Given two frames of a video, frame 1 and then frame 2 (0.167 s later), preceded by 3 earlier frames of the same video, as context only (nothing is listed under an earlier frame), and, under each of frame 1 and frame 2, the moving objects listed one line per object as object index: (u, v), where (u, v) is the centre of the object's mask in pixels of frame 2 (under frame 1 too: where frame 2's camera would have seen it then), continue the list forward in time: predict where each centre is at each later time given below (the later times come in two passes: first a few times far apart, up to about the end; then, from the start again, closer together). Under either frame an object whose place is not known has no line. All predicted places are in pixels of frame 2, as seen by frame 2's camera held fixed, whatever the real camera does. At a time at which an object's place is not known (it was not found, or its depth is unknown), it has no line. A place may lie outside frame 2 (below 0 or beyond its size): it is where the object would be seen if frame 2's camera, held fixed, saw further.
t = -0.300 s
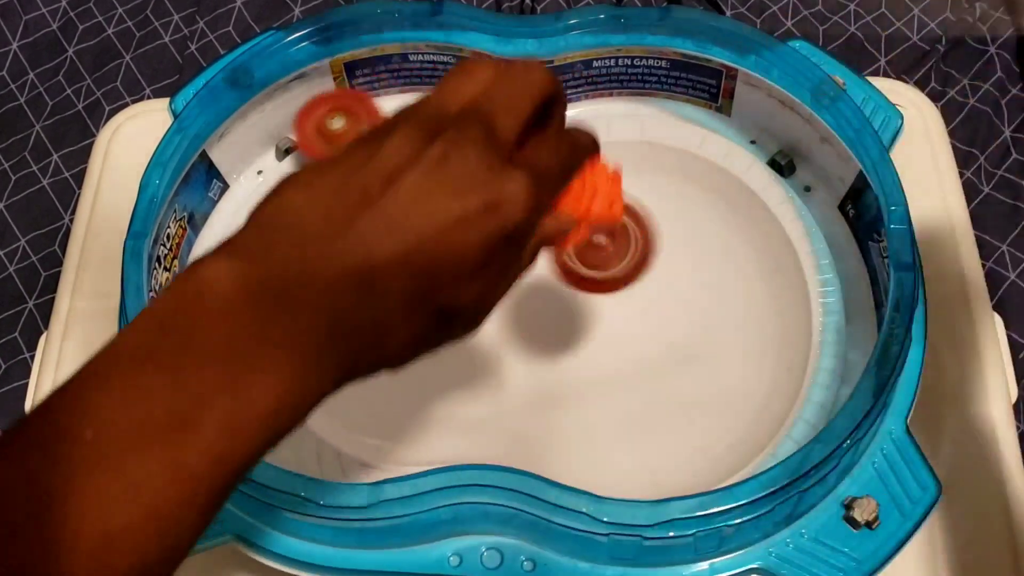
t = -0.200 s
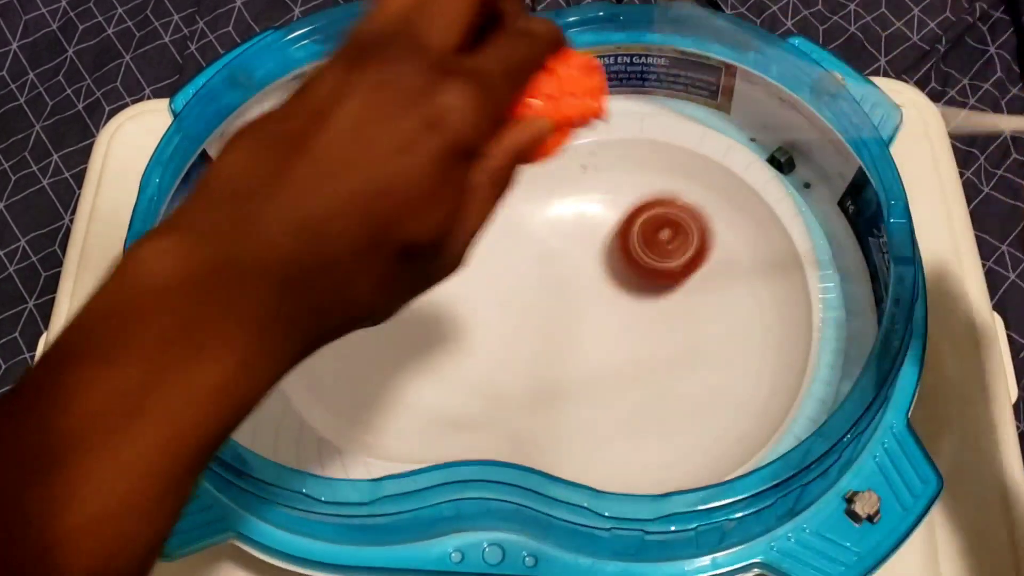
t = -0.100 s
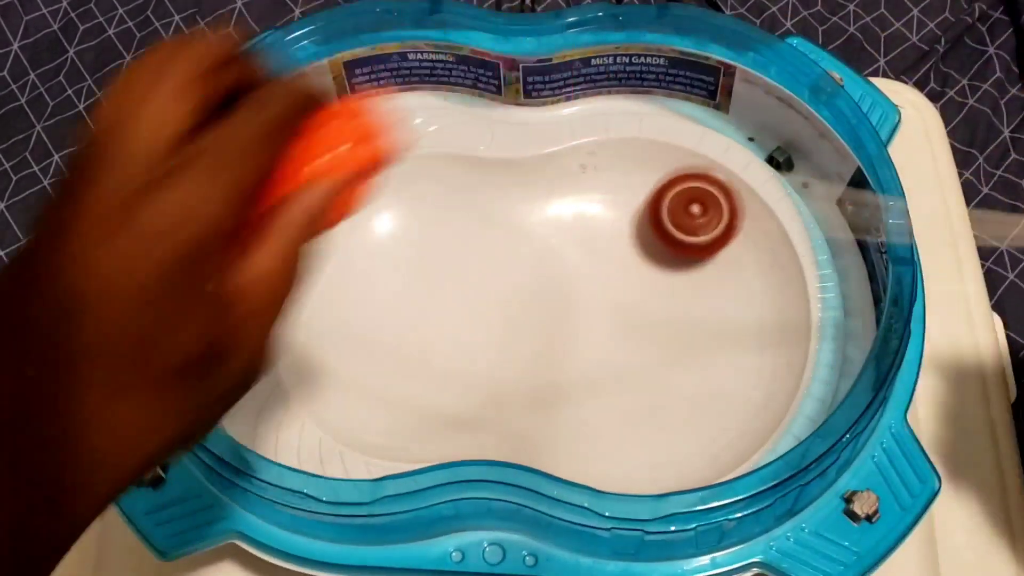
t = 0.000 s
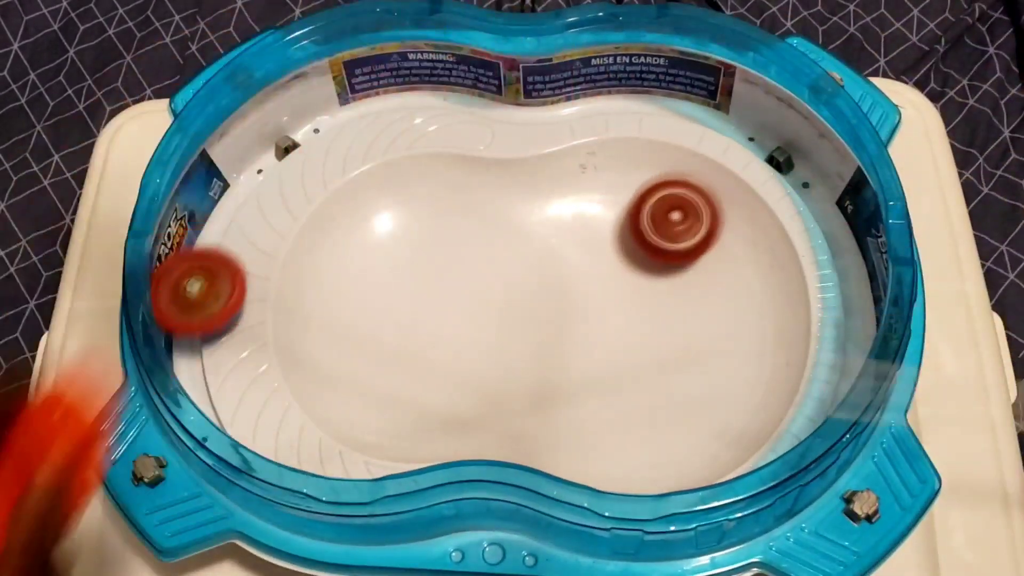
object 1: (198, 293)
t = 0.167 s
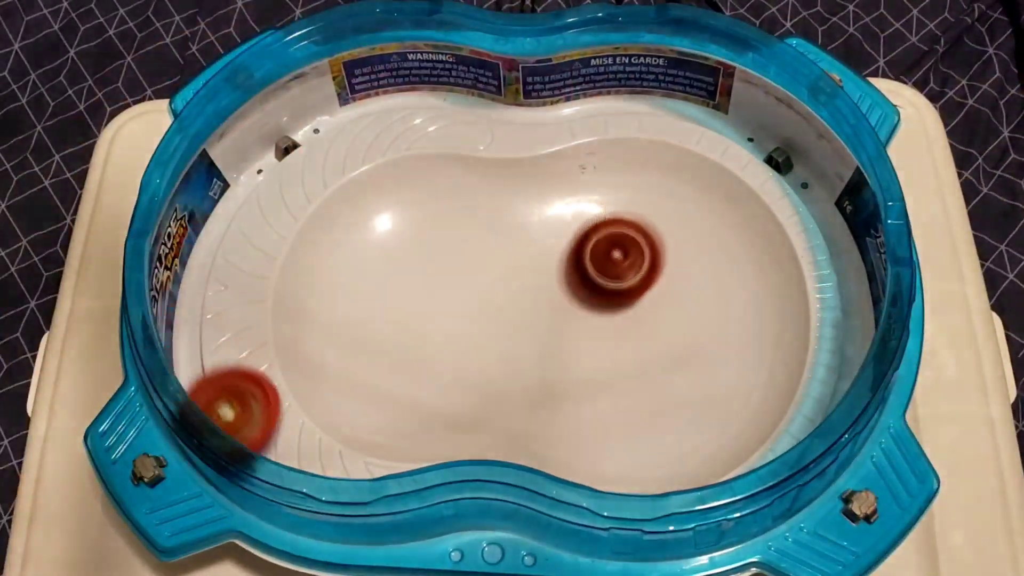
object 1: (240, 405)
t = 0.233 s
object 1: (280, 436)
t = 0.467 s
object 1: (495, 443)
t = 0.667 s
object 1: (708, 383)
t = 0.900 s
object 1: (733, 123)
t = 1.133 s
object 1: (555, 234)
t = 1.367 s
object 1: (456, 415)
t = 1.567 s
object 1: (567, 369)
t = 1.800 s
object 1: (546, 362)
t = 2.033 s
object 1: (485, 324)
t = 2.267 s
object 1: (330, 280)
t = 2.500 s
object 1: (429, 388)
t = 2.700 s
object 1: (504, 251)
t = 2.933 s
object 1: (322, 216)
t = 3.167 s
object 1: (514, 412)
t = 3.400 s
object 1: (762, 215)
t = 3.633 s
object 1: (584, 113)
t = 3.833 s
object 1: (496, 260)
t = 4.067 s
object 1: (481, 304)
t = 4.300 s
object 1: (552, 342)
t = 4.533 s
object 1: (585, 353)
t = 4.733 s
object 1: (613, 346)
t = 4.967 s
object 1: (629, 352)
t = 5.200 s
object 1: (638, 349)
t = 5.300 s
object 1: (635, 349)
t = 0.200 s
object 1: (259, 421)
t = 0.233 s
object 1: (280, 436)
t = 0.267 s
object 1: (303, 447)
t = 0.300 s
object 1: (332, 456)
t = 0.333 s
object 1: (360, 460)
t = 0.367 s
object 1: (389, 458)
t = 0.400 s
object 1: (422, 453)
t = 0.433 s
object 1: (458, 446)
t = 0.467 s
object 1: (495, 443)
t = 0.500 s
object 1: (529, 443)
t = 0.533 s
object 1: (560, 445)
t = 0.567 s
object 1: (592, 449)
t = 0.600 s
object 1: (625, 446)
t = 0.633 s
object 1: (664, 421)
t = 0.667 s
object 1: (708, 383)
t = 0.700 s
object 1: (744, 338)
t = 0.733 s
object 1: (775, 290)
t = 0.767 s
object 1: (786, 241)
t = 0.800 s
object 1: (780, 196)
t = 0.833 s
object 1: (769, 162)
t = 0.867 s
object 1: (760, 134)
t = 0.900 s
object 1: (733, 123)
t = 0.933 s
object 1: (709, 118)
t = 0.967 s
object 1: (689, 118)
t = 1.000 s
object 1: (667, 123)
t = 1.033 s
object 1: (641, 138)
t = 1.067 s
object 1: (615, 164)
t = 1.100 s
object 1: (586, 196)
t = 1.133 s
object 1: (555, 234)
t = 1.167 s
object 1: (522, 272)
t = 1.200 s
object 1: (493, 305)
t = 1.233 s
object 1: (472, 335)
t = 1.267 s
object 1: (458, 363)
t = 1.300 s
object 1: (451, 386)
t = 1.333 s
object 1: (451, 404)
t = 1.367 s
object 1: (456, 415)
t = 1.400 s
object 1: (467, 414)
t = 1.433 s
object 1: (481, 411)
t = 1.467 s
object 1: (499, 401)
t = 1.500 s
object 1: (521, 390)
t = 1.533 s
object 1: (544, 379)
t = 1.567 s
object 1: (567, 369)
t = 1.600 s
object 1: (573, 361)
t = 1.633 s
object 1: (572, 359)
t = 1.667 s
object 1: (570, 357)
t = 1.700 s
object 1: (567, 356)
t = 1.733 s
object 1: (561, 357)
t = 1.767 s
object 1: (554, 360)
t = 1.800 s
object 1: (546, 362)
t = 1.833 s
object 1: (540, 363)
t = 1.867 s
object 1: (537, 362)
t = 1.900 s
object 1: (533, 357)
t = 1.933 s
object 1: (526, 350)
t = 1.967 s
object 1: (516, 342)
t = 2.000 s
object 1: (502, 333)
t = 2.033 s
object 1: (485, 324)
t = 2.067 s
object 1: (466, 315)
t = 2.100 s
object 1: (445, 306)
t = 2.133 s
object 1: (423, 295)
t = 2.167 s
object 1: (401, 285)
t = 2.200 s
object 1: (376, 278)
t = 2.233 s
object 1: (352, 276)
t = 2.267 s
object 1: (330, 280)
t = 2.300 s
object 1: (315, 288)
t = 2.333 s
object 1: (309, 304)
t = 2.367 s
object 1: (313, 325)
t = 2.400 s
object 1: (329, 350)
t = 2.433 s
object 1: (355, 373)
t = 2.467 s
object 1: (390, 387)
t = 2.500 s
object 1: (429, 388)
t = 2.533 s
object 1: (468, 379)
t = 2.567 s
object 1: (507, 363)
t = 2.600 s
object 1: (535, 340)
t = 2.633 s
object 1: (530, 309)
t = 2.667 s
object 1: (520, 280)
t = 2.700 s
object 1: (504, 251)
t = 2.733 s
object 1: (486, 225)
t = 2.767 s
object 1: (463, 200)
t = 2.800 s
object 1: (435, 181)
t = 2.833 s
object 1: (402, 168)
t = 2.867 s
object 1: (370, 169)
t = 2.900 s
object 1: (341, 185)
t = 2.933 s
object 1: (322, 216)
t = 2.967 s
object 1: (313, 255)
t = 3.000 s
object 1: (316, 303)
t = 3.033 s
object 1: (334, 349)
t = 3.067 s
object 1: (366, 385)
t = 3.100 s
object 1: (411, 406)
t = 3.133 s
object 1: (459, 411)
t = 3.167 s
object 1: (514, 412)
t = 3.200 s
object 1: (569, 407)
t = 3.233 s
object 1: (622, 400)
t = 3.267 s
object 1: (670, 380)
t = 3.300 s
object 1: (713, 350)
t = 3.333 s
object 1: (747, 310)
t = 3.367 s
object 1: (766, 264)
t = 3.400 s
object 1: (762, 215)
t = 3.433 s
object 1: (748, 174)
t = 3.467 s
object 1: (716, 143)
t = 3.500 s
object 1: (683, 118)
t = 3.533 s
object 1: (652, 98)
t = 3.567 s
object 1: (625, 95)
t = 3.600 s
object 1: (601, 103)
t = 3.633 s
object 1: (584, 113)
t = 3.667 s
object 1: (568, 131)
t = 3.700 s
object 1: (552, 160)
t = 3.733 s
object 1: (539, 196)
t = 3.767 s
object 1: (519, 235)
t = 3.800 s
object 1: (509, 253)
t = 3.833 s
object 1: (496, 260)
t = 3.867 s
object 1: (483, 270)
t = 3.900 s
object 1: (473, 277)
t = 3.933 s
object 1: (468, 282)
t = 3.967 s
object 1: (468, 288)
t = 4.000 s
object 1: (471, 293)
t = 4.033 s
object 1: (475, 298)
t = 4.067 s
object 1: (481, 304)
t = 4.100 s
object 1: (489, 311)
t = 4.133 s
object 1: (497, 317)
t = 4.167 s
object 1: (507, 322)
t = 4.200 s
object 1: (519, 328)
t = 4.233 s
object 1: (532, 334)
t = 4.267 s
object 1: (546, 338)
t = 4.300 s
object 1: (552, 342)
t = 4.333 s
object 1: (551, 346)
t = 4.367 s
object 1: (554, 348)
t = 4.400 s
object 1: (558, 350)
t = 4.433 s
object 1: (564, 352)
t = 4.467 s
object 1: (571, 353)
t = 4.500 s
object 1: (577, 354)
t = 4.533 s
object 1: (585, 353)
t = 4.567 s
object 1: (593, 352)
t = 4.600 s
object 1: (601, 350)
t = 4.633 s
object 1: (607, 347)
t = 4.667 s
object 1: (612, 342)
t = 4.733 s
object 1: (613, 346)
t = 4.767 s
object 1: (615, 347)
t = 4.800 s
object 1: (617, 347)
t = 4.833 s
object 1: (619, 347)
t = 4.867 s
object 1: (622, 346)
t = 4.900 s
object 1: (624, 349)
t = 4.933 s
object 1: (627, 351)
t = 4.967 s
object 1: (629, 352)
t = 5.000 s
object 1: (631, 352)
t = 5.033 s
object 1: (633, 350)
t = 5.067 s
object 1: (635, 346)
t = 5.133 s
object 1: (638, 348)
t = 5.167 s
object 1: (638, 349)
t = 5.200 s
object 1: (638, 349)
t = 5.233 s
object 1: (638, 349)
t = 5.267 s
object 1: (637, 348)
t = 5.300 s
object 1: (635, 349)
